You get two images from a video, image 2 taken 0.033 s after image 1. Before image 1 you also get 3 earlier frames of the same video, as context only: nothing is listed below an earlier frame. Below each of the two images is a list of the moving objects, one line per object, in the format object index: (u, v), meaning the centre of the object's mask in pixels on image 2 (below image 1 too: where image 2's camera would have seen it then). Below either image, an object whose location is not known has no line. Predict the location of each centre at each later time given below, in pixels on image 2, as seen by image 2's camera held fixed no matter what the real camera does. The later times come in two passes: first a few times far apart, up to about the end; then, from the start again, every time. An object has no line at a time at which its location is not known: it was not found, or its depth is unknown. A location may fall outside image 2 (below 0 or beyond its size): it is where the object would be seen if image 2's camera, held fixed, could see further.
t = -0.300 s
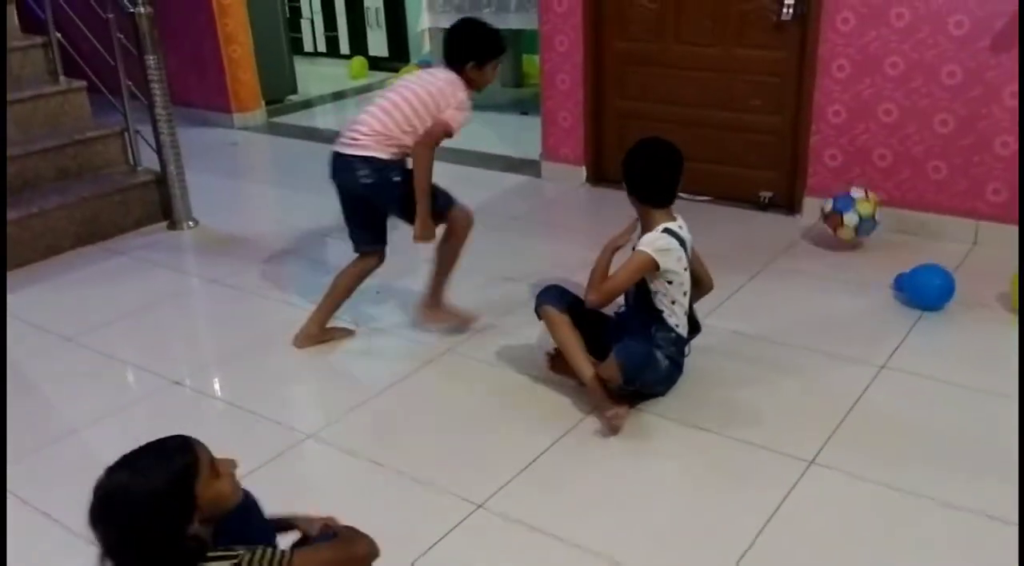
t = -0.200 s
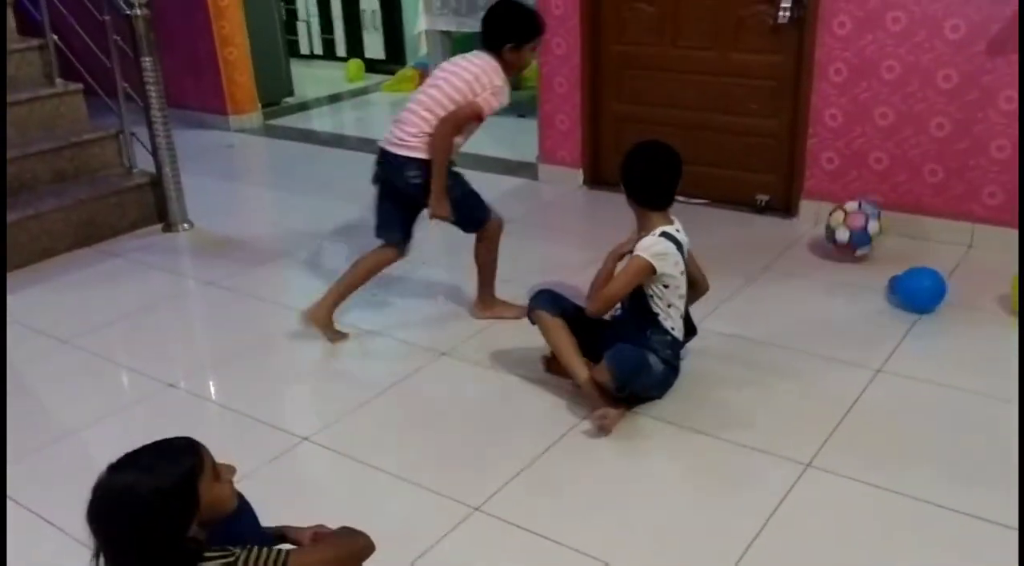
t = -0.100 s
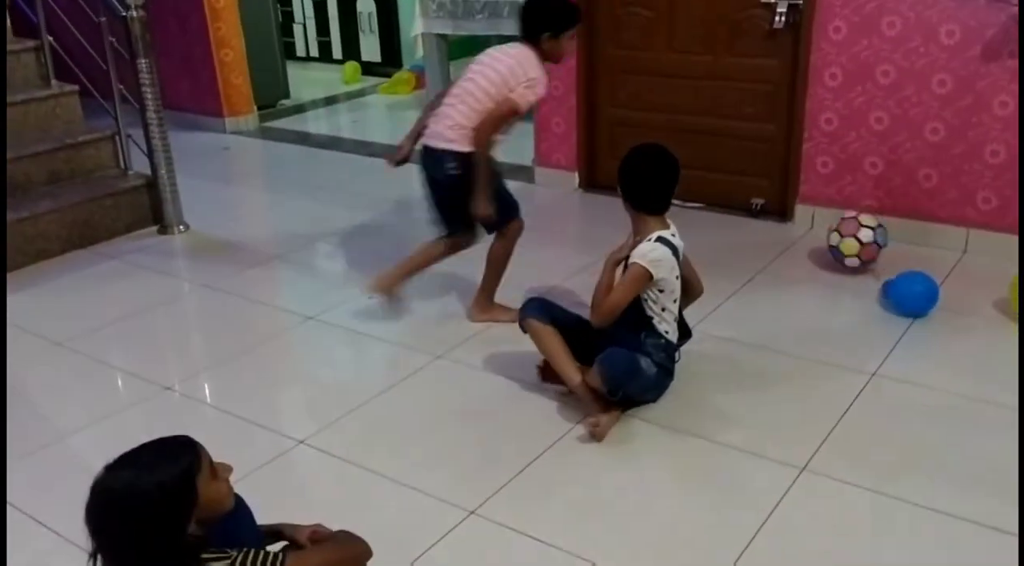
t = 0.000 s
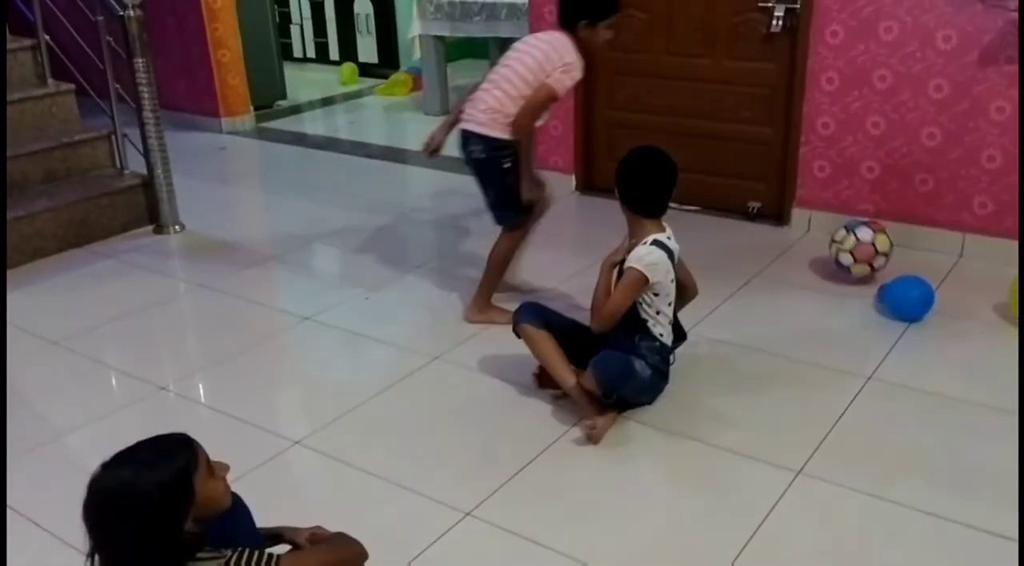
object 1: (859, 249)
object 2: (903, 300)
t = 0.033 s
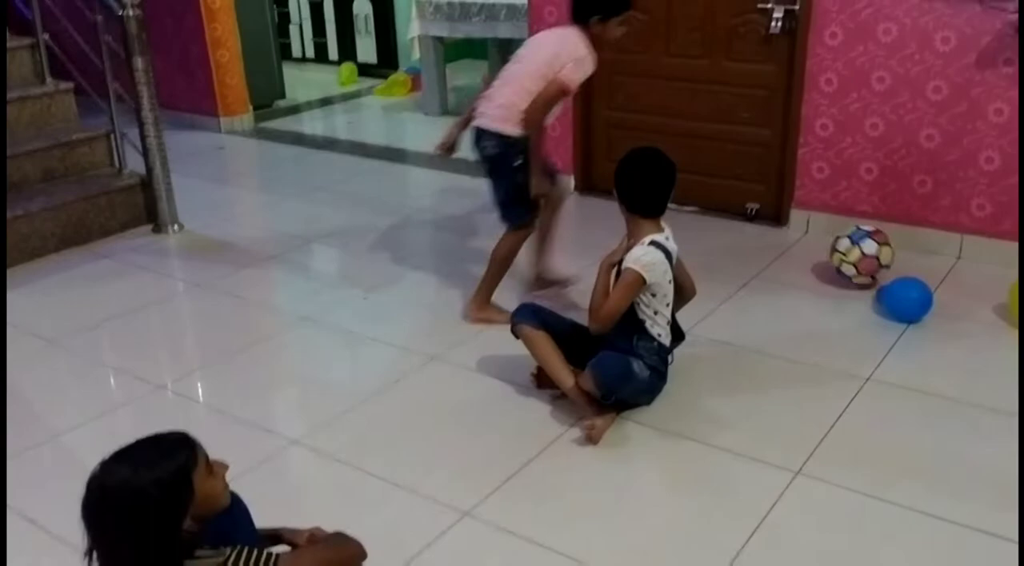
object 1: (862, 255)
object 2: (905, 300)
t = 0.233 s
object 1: (877, 264)
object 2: (919, 303)
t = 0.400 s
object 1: (886, 277)
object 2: (938, 310)
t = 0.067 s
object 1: (864, 263)
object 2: (906, 300)
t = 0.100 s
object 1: (865, 265)
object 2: (908, 300)
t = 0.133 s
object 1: (869, 261)
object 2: (910, 300)
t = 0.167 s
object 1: (872, 259)
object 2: (913, 301)
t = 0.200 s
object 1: (875, 260)
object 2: (916, 302)
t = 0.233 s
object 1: (877, 264)
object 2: (919, 303)
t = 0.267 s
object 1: (878, 271)
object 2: (921, 304)
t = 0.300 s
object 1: (878, 282)
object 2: (927, 305)
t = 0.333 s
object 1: (881, 281)
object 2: (930, 307)
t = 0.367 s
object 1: (885, 279)
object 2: (934, 308)
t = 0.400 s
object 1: (886, 277)
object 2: (938, 310)
